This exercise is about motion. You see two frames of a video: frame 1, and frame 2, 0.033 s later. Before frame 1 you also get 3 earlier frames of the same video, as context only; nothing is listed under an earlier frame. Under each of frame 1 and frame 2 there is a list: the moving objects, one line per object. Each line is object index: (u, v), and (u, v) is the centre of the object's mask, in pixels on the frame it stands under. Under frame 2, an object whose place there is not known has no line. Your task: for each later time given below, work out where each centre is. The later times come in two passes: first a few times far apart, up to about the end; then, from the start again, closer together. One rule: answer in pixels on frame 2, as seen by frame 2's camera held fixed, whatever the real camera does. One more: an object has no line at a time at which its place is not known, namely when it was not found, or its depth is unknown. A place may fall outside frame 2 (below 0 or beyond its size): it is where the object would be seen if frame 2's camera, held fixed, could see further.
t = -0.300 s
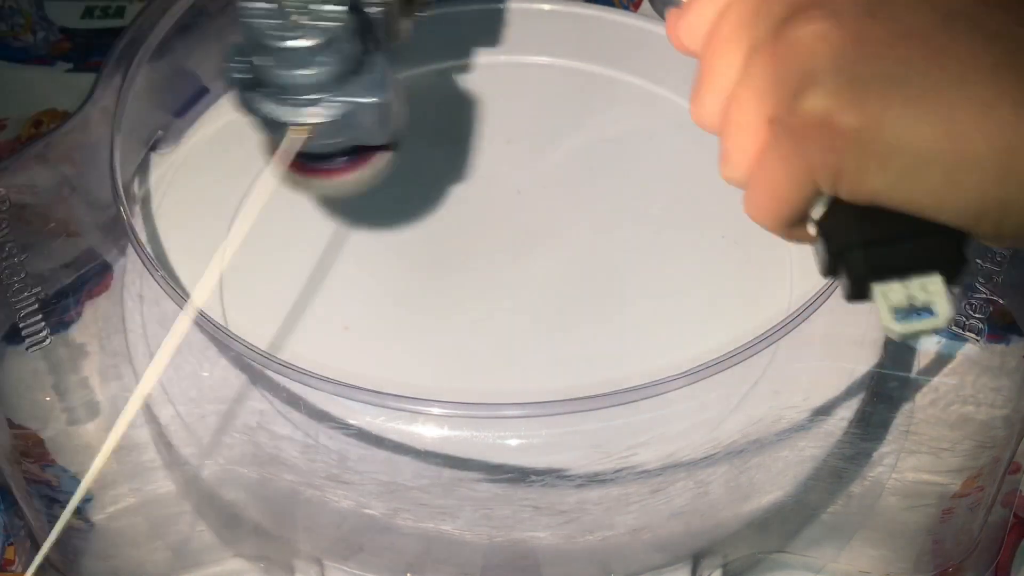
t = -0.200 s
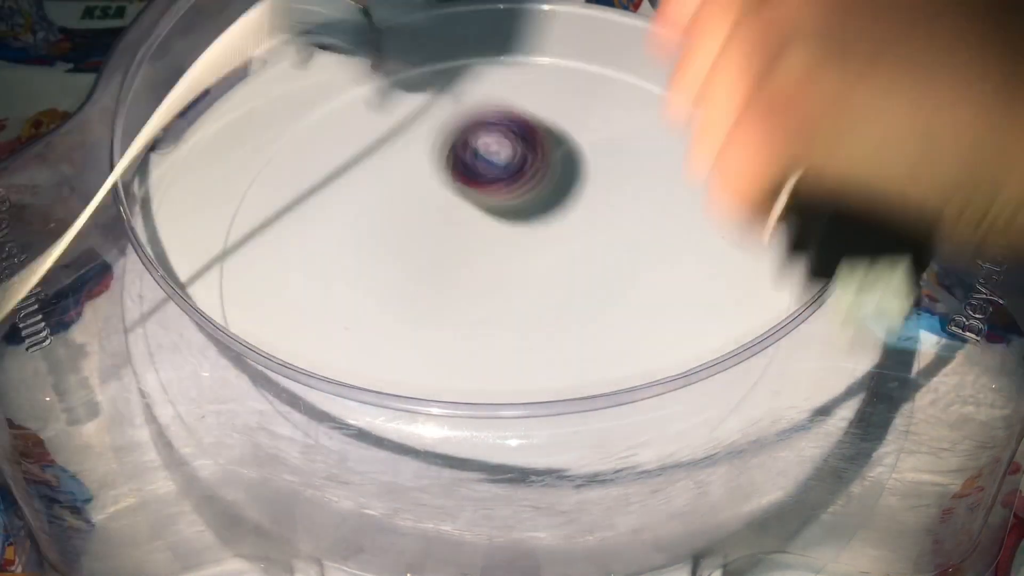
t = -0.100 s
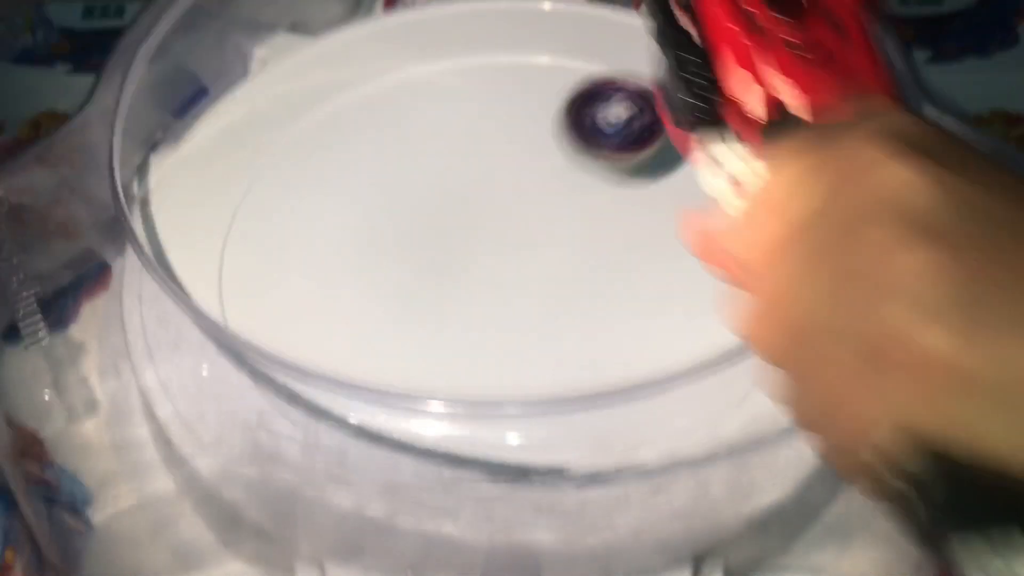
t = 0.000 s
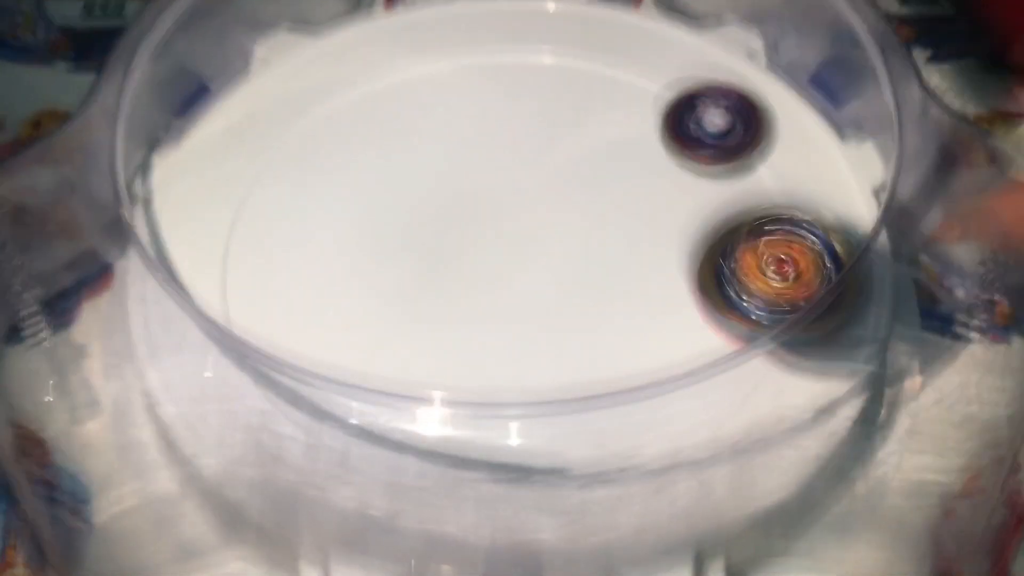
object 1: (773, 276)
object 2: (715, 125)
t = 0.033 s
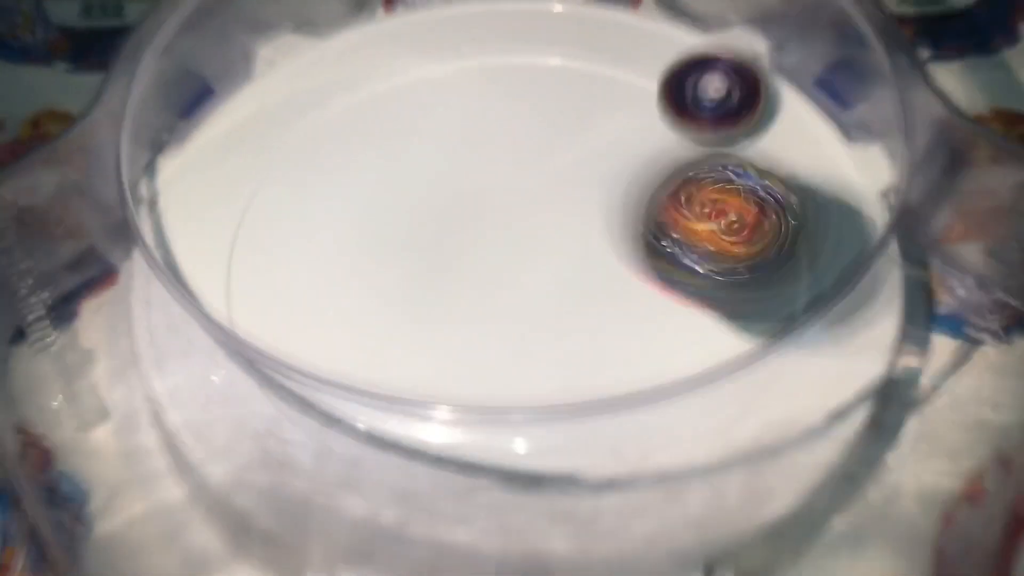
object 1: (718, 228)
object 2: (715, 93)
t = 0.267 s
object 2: (618, 34)
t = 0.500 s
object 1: (438, 200)
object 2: (497, 100)
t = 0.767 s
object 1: (625, 419)
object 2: (535, 164)
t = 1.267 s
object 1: (574, 103)
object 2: (611, 237)
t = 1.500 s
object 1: (285, 227)
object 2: (671, 244)
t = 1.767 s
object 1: (551, 469)
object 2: (632, 227)
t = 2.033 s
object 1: (765, 197)
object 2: (576, 306)
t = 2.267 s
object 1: (478, 53)
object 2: (646, 324)
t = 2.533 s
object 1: (239, 250)
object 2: (556, 260)
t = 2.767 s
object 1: (511, 435)
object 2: (426, 319)
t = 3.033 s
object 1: (755, 177)
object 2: (535, 371)
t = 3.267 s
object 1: (519, 36)
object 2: (543, 250)
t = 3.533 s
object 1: (245, 160)
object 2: (387, 211)
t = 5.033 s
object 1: (681, 377)
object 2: (574, 181)
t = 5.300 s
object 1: (700, 118)
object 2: (512, 127)
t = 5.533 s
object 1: (429, 84)
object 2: (480, 187)
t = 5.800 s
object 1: (317, 315)
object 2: (561, 242)
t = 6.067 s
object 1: (661, 361)
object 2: (642, 221)
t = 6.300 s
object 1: (730, 172)
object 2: (589, 168)
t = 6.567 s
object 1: (449, 126)
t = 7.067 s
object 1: (678, 343)
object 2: (625, 268)
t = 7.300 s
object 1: (690, 186)
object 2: (557, 214)
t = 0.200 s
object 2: (645, 39)
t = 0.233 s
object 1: (237, 136)
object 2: (633, 43)
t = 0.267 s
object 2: (618, 34)
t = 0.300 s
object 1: (225, 93)
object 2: (605, 35)
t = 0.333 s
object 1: (257, 133)
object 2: (588, 44)
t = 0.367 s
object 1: (287, 137)
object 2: (564, 54)
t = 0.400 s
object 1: (322, 128)
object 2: (540, 65)
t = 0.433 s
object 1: (368, 132)
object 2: (518, 78)
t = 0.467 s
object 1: (410, 161)
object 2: (499, 94)
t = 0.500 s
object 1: (438, 200)
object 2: (497, 100)
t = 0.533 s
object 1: (447, 236)
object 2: (514, 93)
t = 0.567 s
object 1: (460, 277)
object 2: (530, 90)
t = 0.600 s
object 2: (540, 94)
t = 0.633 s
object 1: (499, 351)
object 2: (545, 101)
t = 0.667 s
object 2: (544, 111)
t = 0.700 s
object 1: (567, 411)
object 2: (540, 129)
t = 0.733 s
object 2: (536, 145)
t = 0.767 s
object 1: (625, 419)
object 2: (535, 164)
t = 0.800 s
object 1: (653, 414)
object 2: (537, 180)
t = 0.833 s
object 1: (678, 395)
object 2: (544, 201)
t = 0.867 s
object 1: (696, 376)
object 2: (555, 209)
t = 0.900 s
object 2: (569, 222)
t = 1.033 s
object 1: (747, 242)
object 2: (604, 238)
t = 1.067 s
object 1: (745, 211)
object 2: (601, 233)
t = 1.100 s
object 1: (738, 184)
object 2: (600, 228)
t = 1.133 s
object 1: (719, 159)
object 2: (600, 226)
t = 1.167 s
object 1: (692, 136)
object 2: (601, 225)
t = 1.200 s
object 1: (657, 120)
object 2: (603, 227)
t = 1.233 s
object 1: (618, 108)
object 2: (607, 230)
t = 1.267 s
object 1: (574, 103)
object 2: (611, 237)
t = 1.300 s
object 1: (527, 101)
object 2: (617, 240)
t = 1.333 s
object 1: (480, 109)
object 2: (627, 246)
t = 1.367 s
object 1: (432, 121)
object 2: (636, 246)
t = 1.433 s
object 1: (346, 163)
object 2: (655, 251)
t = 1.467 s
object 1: (312, 192)
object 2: (664, 247)
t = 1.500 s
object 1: (285, 227)
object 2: (671, 244)
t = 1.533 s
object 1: (270, 269)
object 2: (678, 240)
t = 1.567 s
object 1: (272, 305)
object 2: (680, 235)
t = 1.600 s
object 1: (274, 352)
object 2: (678, 230)
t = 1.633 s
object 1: (305, 393)
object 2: (672, 225)
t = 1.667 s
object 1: (357, 424)
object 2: (665, 223)
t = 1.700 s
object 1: (418, 443)
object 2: (654, 224)
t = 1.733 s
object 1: (483, 467)
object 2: (642, 223)
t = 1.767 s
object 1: (551, 469)
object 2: (632, 227)
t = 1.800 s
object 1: (609, 447)
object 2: (621, 232)
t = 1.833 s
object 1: (665, 429)
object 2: (612, 238)
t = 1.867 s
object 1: (711, 399)
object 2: (604, 244)
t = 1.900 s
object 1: (738, 362)
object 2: (597, 253)
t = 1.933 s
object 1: (751, 309)
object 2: (589, 266)
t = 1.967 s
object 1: (773, 278)
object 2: (582, 279)
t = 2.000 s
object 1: (779, 238)
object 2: (577, 292)
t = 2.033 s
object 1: (765, 197)
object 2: (576, 306)
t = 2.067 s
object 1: (739, 158)
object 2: (579, 317)
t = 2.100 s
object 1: (706, 127)
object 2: (585, 325)
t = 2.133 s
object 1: (667, 100)
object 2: (595, 331)
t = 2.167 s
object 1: (624, 79)
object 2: (608, 336)
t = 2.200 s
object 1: (576, 64)
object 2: (622, 335)
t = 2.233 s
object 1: (527, 55)
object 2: (635, 331)
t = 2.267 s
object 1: (478, 53)
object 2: (646, 324)
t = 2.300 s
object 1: (429, 56)
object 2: (652, 315)
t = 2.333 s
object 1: (382, 66)
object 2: (652, 304)
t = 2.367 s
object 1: (340, 81)
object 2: (647, 292)
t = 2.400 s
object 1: (305, 108)
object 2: (636, 282)
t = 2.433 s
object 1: (277, 138)
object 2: (619, 273)
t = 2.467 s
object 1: (251, 174)
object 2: (601, 267)
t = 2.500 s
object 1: (243, 210)
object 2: (580, 263)
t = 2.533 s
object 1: (239, 250)
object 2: (556, 260)
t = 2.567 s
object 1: (245, 284)
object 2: (531, 261)
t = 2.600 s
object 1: (251, 324)
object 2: (510, 266)
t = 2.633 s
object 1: (285, 361)
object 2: (485, 273)
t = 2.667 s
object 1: (329, 394)
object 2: (465, 281)
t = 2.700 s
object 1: (383, 419)
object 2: (449, 293)
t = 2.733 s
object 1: (446, 435)
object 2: (435, 305)
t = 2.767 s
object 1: (511, 435)
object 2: (426, 319)
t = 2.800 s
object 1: (573, 428)
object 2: (423, 334)
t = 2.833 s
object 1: (635, 409)
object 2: (425, 348)
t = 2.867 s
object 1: (681, 374)
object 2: (436, 362)
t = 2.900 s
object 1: (718, 337)
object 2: (452, 370)
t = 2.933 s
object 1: (742, 296)
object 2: (473, 375)
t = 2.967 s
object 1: (763, 258)
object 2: (493, 377)
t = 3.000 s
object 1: (765, 216)
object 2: (516, 375)
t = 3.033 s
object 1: (755, 177)
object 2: (535, 371)
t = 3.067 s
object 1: (736, 138)
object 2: (556, 360)
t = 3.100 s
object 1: (710, 106)
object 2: (568, 344)
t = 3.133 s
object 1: (680, 78)
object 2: (573, 323)
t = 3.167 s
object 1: (645, 56)
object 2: (574, 305)
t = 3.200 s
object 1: (605, 41)
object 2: (567, 285)
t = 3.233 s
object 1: (563, 38)
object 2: (557, 266)
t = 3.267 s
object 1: (519, 36)
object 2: (543, 250)
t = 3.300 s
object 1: (475, 39)
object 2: (525, 236)
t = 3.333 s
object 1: (435, 44)
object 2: (505, 224)
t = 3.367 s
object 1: (397, 56)
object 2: (483, 213)
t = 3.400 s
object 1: (362, 72)
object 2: (460, 206)
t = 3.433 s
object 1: (329, 94)
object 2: (435, 202)
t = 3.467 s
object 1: (303, 119)
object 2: (413, 200)
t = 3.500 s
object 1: (276, 152)
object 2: (388, 203)
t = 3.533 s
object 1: (245, 160)
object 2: (387, 211)
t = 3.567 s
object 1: (203, 174)
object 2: (395, 230)
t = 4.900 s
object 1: (474, 409)
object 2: (543, 232)
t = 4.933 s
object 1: (529, 421)
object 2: (555, 220)
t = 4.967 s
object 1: (582, 414)
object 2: (566, 208)
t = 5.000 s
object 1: (636, 396)
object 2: (572, 194)
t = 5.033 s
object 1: (681, 377)
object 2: (574, 181)
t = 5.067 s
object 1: (717, 348)
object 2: (572, 167)
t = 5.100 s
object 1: (733, 309)
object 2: (568, 156)
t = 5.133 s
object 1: (759, 279)
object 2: (562, 144)
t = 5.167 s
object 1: (769, 244)
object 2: (554, 135)
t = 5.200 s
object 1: (765, 209)
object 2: (544, 130)
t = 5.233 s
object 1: (751, 175)
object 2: (532, 126)
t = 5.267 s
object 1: (728, 144)
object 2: (522, 126)
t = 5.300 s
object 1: (700, 118)
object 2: (512, 127)
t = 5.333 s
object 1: (667, 97)
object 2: (503, 130)
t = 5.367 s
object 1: (630, 82)
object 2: (495, 137)
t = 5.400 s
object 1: (590, 70)
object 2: (487, 145)
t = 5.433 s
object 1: (548, 66)
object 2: (482, 156)
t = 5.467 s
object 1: (507, 67)
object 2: (479, 166)
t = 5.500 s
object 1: (467, 73)
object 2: (478, 177)
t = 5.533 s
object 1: (429, 84)
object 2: (480, 187)
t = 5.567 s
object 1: (391, 101)
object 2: (485, 197)
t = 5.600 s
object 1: (358, 123)
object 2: (492, 207)
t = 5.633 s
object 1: (332, 148)
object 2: (501, 215)
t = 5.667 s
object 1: (312, 179)
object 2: (512, 224)
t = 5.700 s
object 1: (292, 211)
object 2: (523, 231)
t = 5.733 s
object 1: (292, 247)
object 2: (535, 236)
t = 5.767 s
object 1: (292, 283)
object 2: (548, 240)
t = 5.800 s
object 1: (317, 315)
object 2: (561, 242)
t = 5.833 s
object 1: (343, 338)
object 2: (574, 244)
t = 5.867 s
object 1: (371, 365)
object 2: (586, 244)
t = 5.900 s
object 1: (424, 390)
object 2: (598, 242)
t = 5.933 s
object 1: (473, 402)
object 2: (610, 240)
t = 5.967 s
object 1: (526, 403)
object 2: (621, 238)
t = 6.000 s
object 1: (573, 396)
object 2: (630, 233)
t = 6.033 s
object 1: (621, 383)
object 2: (637, 226)
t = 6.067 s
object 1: (661, 361)
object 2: (642, 221)
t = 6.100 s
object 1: (681, 330)
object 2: (646, 215)
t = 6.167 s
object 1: (731, 273)
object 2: (643, 203)
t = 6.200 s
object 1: (740, 246)
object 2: (633, 196)
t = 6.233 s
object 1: (747, 222)
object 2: (621, 184)
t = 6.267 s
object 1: (743, 195)
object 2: (606, 170)
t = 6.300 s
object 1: (730, 172)
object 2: (589, 168)
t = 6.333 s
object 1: (709, 149)
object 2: (571, 170)
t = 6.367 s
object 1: (681, 127)
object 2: (555, 175)
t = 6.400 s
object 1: (646, 112)
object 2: (537, 186)
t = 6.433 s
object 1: (609, 102)
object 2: (522, 196)
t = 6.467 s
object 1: (567, 98)
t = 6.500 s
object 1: (527, 102)
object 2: (507, 221)
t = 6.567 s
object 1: (449, 126)
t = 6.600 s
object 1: (417, 148)
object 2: (503, 263)
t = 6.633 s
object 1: (389, 172)
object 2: (508, 272)
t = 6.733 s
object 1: (344, 267)
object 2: (536, 306)
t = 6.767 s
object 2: (550, 309)
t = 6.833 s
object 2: (584, 316)
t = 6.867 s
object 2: (599, 313)
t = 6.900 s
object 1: (476, 394)
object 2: (609, 312)
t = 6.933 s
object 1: (517, 398)
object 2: (618, 307)
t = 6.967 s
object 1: (571, 397)
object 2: (624, 295)
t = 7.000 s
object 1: (614, 386)
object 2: (628, 287)
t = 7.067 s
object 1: (678, 343)
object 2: (625, 268)
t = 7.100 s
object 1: (706, 324)
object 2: (620, 248)
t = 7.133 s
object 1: (730, 305)
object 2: (613, 233)
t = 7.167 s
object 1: (743, 287)
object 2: (604, 225)
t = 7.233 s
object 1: (733, 237)
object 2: (583, 220)
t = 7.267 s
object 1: (715, 211)
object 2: (570, 217)
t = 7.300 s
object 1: (690, 186)
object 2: (557, 214)
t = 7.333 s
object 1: (661, 168)
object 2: (544, 214)
